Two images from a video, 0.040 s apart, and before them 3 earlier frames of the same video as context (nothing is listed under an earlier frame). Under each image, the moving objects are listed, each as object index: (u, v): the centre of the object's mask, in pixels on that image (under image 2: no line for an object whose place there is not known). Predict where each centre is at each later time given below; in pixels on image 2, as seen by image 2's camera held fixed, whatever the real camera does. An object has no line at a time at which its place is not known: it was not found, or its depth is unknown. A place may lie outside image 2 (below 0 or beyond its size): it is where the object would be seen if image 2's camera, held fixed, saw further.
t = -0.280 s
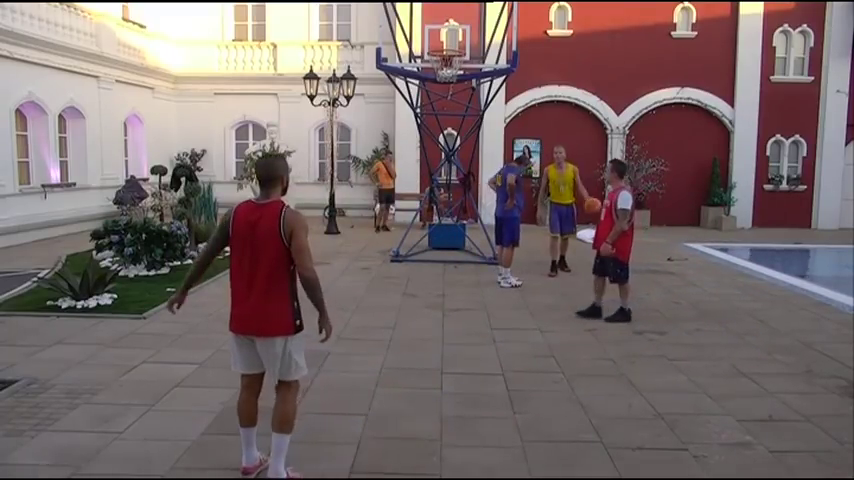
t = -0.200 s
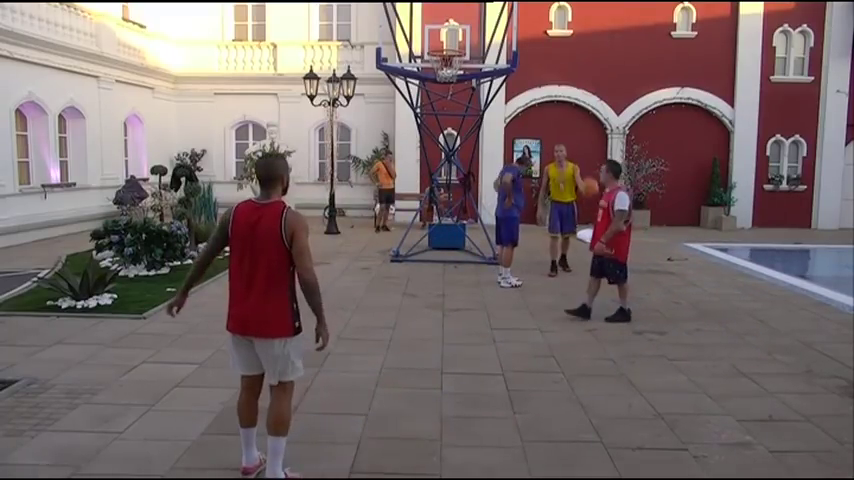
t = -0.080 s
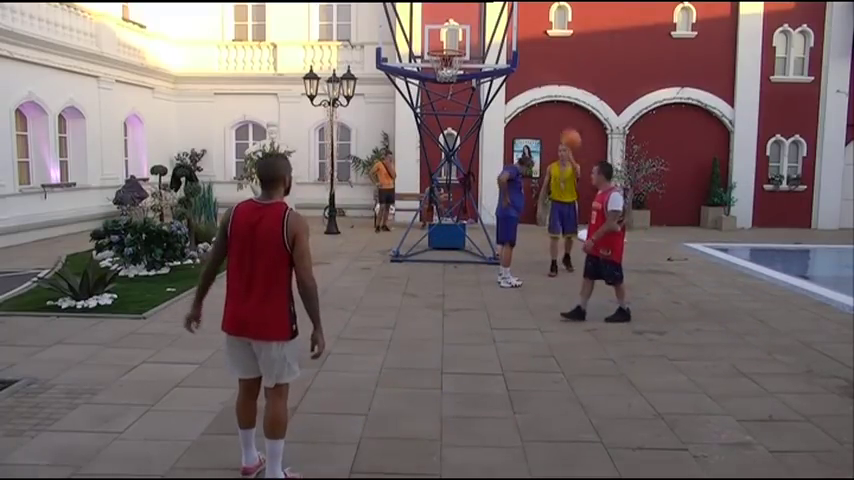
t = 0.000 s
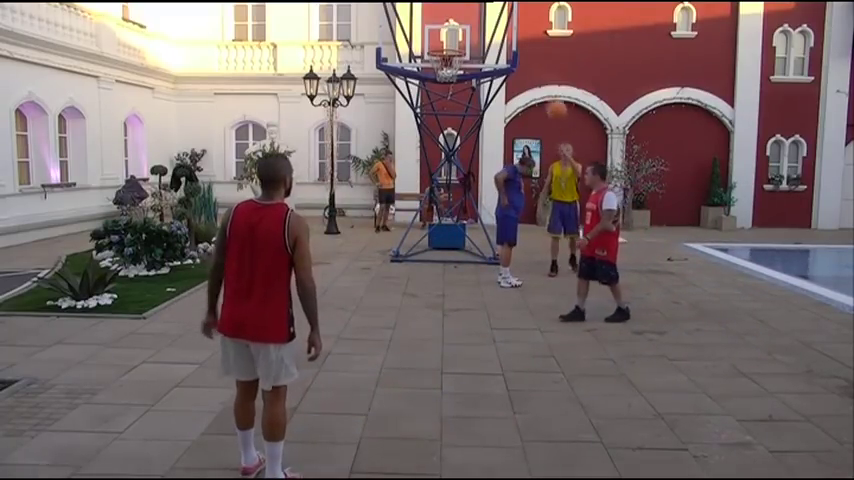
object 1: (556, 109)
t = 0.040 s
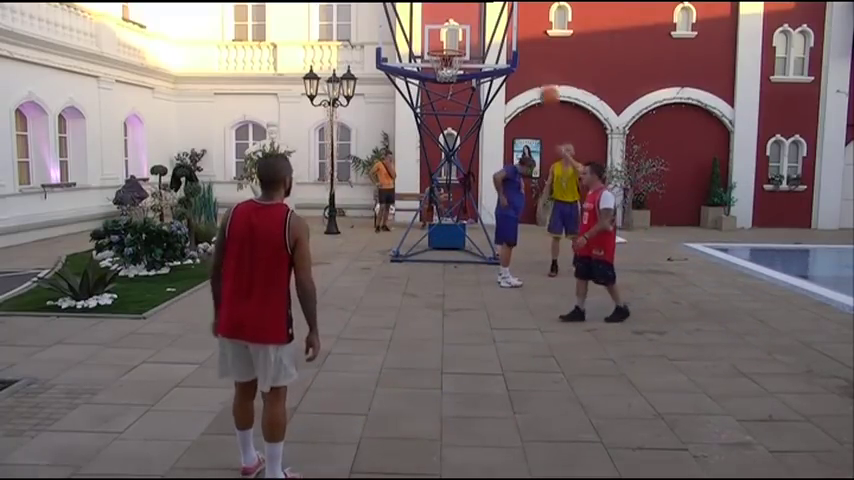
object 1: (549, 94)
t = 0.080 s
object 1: (540, 81)
